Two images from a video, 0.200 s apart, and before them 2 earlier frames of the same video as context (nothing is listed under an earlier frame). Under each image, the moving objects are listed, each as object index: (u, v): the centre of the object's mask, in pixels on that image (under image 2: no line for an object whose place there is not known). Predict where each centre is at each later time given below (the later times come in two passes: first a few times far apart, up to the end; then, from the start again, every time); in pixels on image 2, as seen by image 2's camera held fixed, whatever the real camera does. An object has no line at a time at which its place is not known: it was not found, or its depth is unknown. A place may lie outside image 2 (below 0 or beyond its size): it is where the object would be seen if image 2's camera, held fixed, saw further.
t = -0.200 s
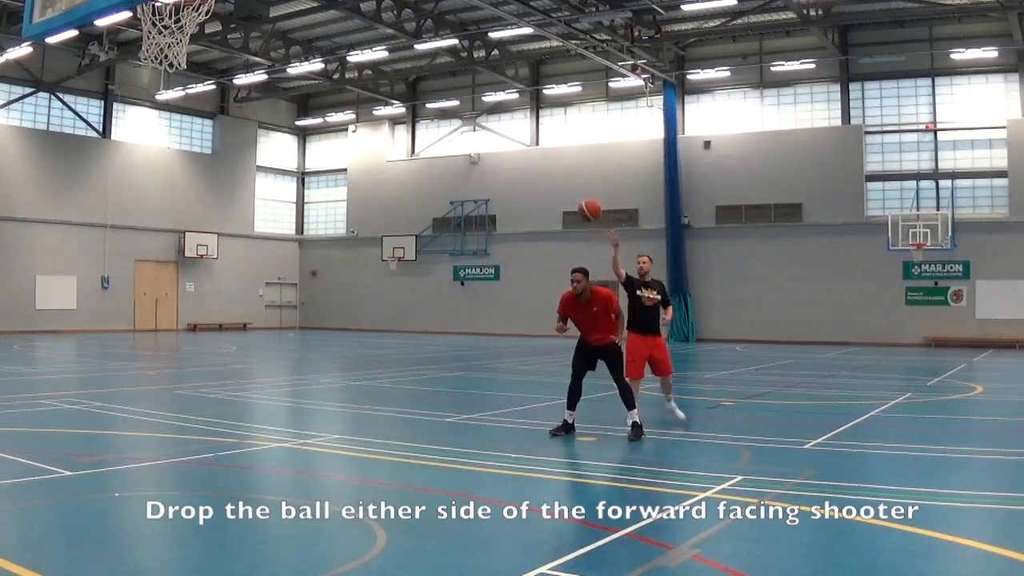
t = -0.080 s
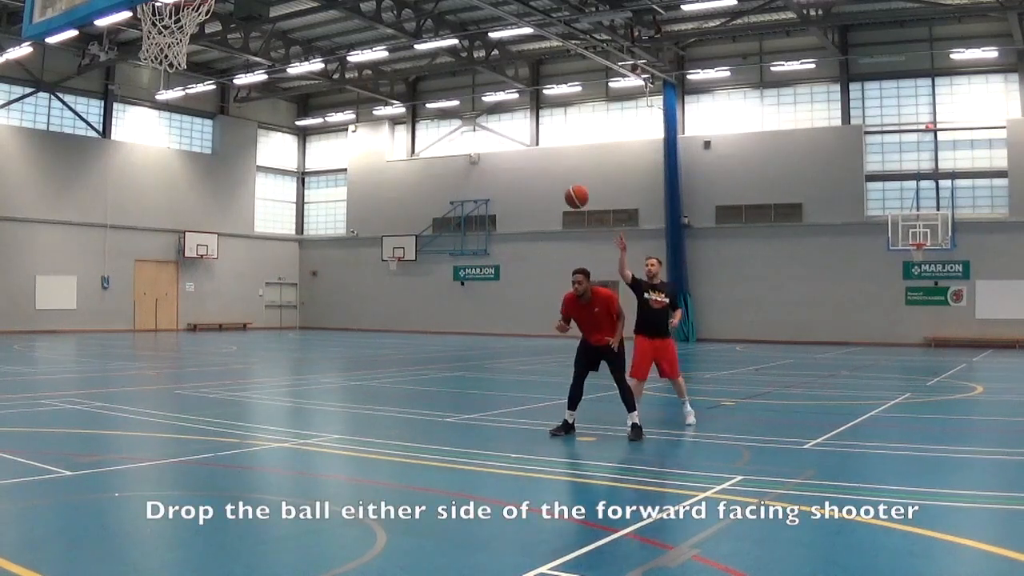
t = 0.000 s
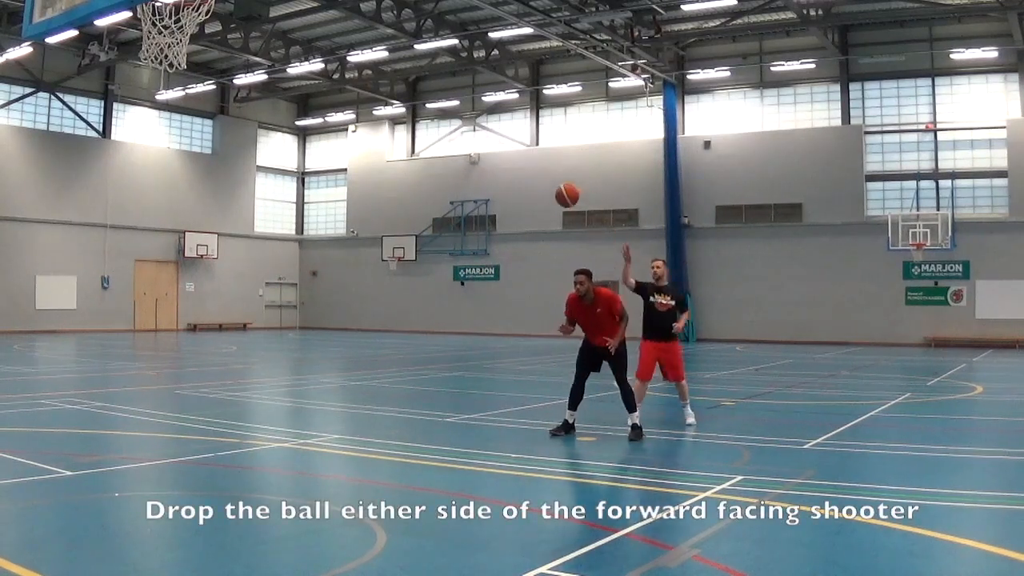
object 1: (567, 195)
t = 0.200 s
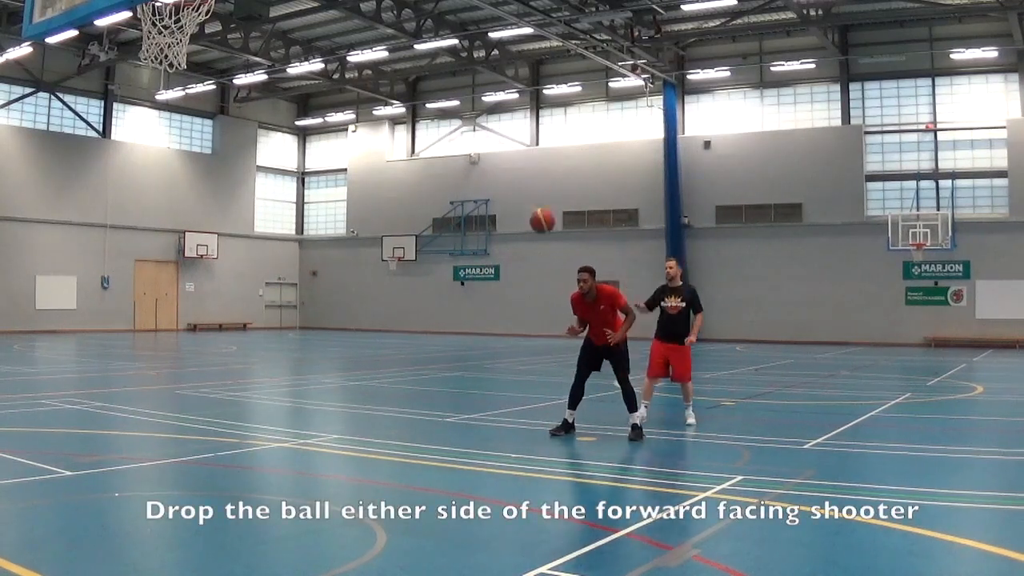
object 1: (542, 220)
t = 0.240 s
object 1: (537, 231)
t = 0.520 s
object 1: (498, 359)
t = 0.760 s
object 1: (470, 384)
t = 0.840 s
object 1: (463, 351)
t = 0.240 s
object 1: (537, 231)
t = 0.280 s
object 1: (532, 243)
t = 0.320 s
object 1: (526, 258)
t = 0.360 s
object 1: (521, 274)
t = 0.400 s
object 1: (515, 292)
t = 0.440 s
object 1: (510, 312)
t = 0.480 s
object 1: (504, 335)
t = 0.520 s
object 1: (498, 359)
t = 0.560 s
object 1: (492, 386)
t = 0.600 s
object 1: (486, 416)
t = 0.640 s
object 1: (480, 444)
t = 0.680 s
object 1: (476, 423)
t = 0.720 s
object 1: (473, 402)
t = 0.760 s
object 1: (470, 384)
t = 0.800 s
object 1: (467, 366)
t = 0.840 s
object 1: (463, 351)
